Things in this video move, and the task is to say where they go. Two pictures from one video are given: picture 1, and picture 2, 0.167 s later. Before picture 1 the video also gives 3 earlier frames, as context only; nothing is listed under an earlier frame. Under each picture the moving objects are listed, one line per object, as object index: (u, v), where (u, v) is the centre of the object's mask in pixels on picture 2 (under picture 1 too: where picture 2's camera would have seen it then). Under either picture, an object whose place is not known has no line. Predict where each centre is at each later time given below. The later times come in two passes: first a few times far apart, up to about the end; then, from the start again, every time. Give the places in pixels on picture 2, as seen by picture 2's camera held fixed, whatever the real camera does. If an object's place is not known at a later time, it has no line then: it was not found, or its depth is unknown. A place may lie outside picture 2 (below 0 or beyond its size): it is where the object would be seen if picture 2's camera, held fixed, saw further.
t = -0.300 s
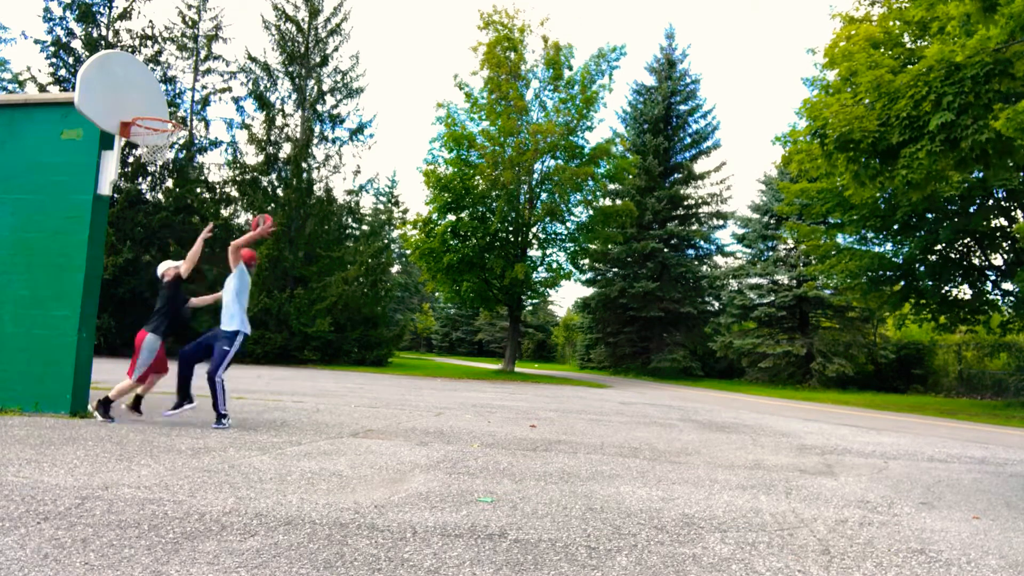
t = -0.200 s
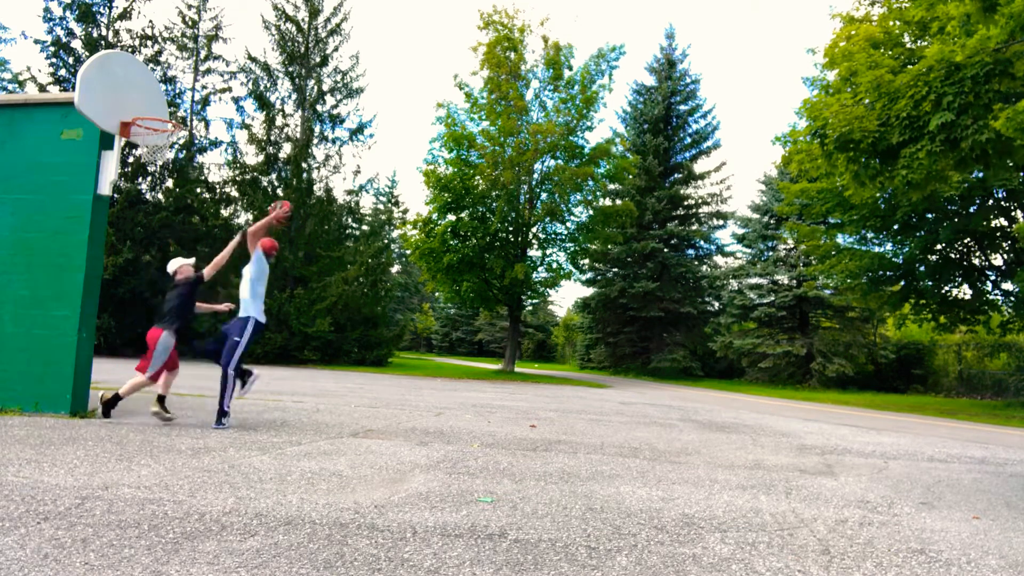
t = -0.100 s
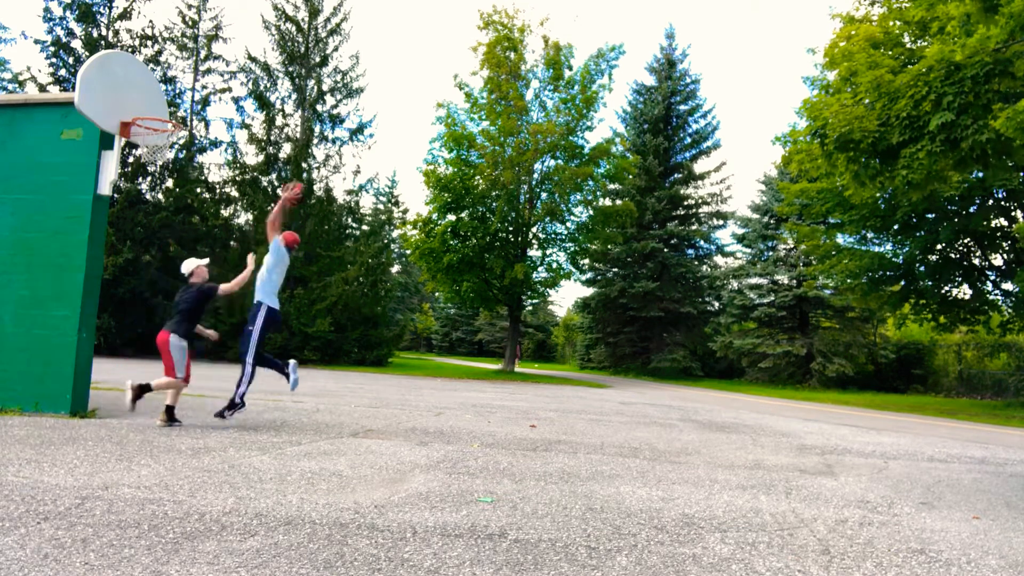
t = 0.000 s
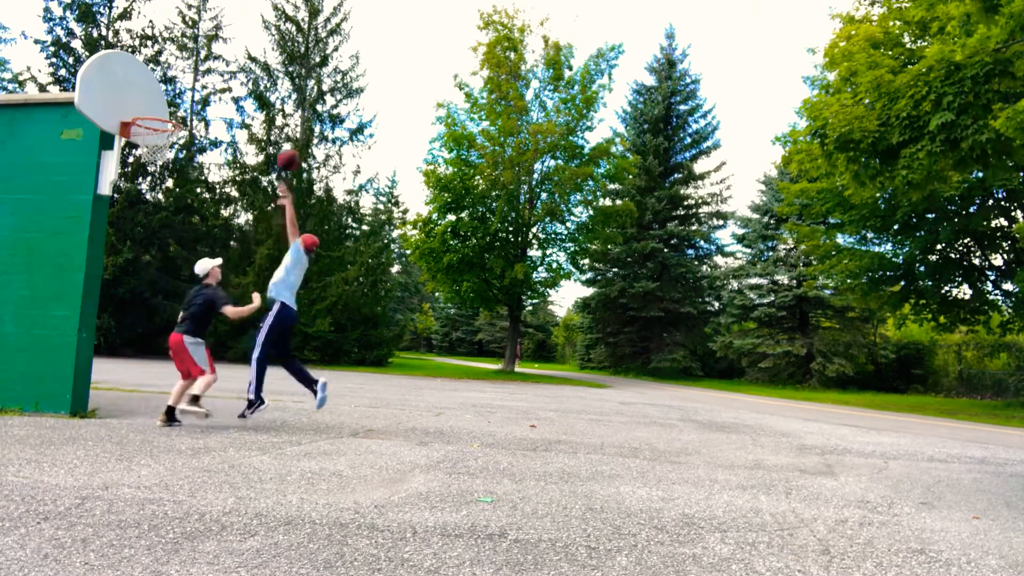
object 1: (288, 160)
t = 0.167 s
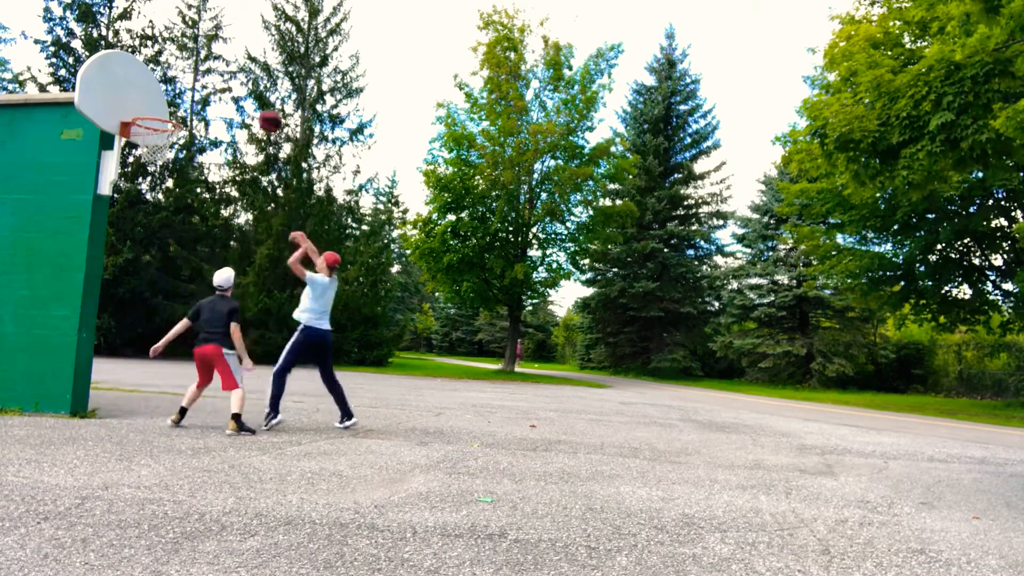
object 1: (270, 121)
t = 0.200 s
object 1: (266, 116)
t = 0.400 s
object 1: (241, 111)
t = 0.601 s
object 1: (214, 140)
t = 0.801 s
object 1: (186, 201)
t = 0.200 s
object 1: (266, 116)
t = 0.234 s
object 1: (262, 113)
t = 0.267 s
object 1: (258, 110)
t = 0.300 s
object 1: (254, 109)
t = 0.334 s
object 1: (250, 108)
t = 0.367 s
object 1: (245, 109)
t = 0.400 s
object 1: (241, 111)
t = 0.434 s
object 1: (237, 113)
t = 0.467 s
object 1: (233, 117)
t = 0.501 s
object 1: (228, 121)
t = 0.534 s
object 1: (224, 126)
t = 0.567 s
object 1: (219, 132)
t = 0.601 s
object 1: (214, 140)
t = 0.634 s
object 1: (209, 148)
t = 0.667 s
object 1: (204, 156)
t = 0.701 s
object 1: (199, 166)
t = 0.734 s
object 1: (194, 177)
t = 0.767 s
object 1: (190, 188)
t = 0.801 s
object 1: (186, 201)
